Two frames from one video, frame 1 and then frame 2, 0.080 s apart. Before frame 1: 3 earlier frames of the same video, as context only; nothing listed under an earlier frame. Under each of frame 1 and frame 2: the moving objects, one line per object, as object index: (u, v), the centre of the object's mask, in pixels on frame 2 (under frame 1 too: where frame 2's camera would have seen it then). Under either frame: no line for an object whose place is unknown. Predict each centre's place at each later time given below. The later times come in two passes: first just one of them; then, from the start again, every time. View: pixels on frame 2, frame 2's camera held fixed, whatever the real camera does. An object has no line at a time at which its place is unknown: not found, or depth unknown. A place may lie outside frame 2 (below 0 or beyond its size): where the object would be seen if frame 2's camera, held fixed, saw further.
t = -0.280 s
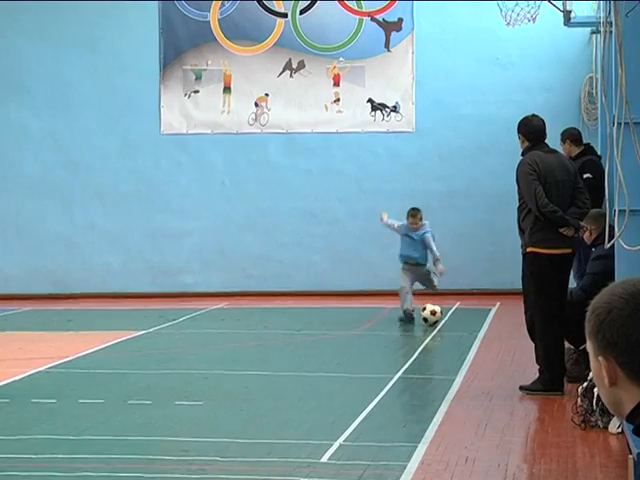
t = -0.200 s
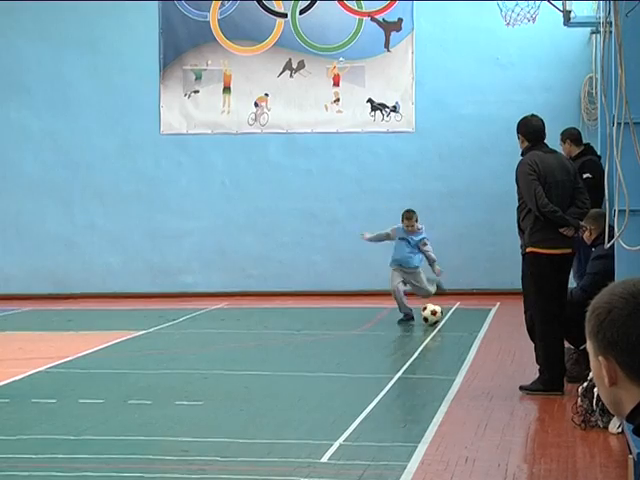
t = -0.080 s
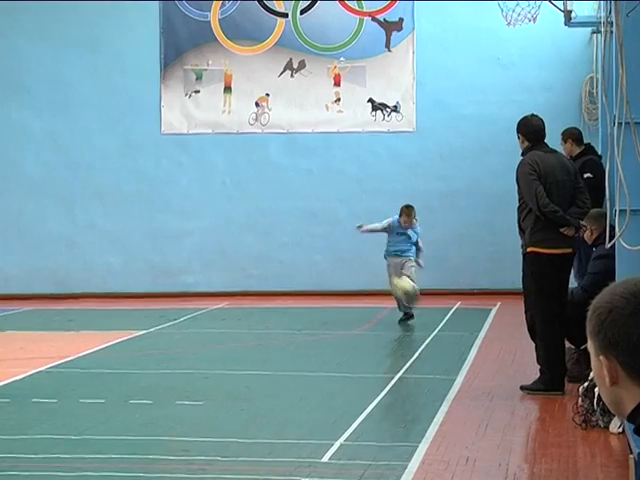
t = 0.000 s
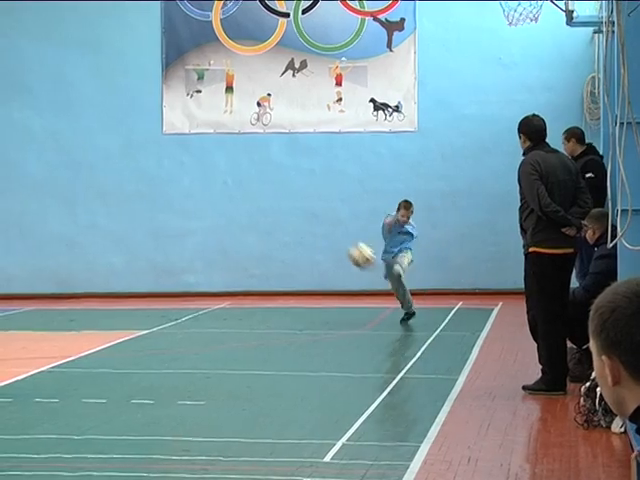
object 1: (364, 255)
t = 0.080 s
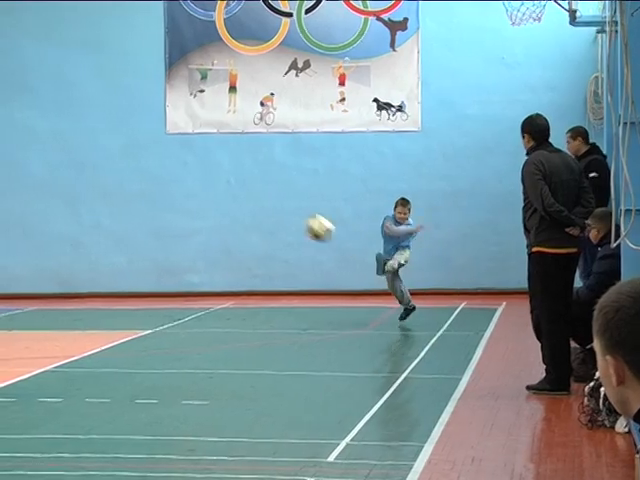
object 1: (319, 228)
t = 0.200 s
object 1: (242, 194)
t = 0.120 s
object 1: (295, 215)
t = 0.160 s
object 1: (269, 204)
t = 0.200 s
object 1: (242, 194)
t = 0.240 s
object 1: (214, 185)
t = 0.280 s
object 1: (184, 177)
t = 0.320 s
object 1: (152, 172)
